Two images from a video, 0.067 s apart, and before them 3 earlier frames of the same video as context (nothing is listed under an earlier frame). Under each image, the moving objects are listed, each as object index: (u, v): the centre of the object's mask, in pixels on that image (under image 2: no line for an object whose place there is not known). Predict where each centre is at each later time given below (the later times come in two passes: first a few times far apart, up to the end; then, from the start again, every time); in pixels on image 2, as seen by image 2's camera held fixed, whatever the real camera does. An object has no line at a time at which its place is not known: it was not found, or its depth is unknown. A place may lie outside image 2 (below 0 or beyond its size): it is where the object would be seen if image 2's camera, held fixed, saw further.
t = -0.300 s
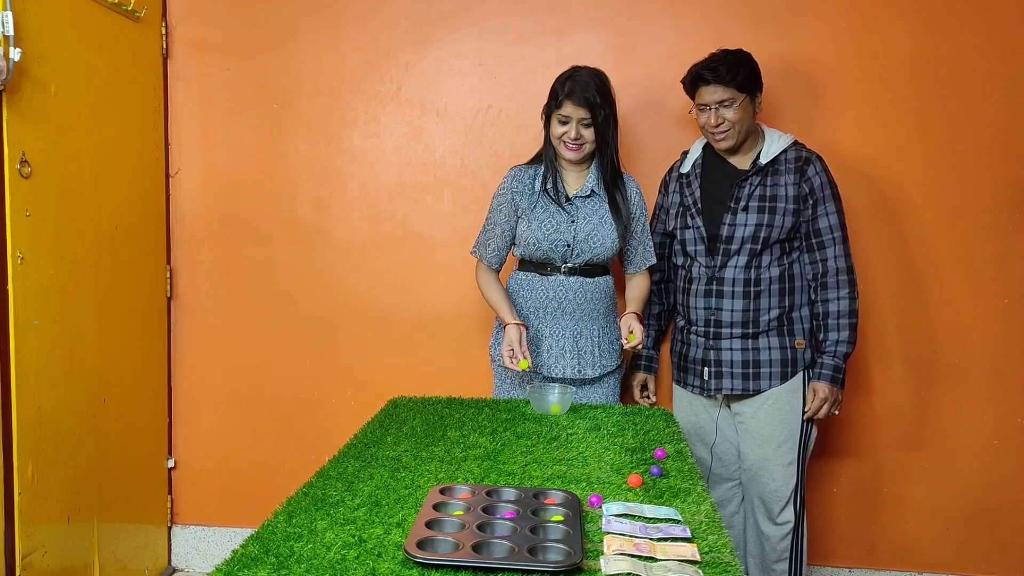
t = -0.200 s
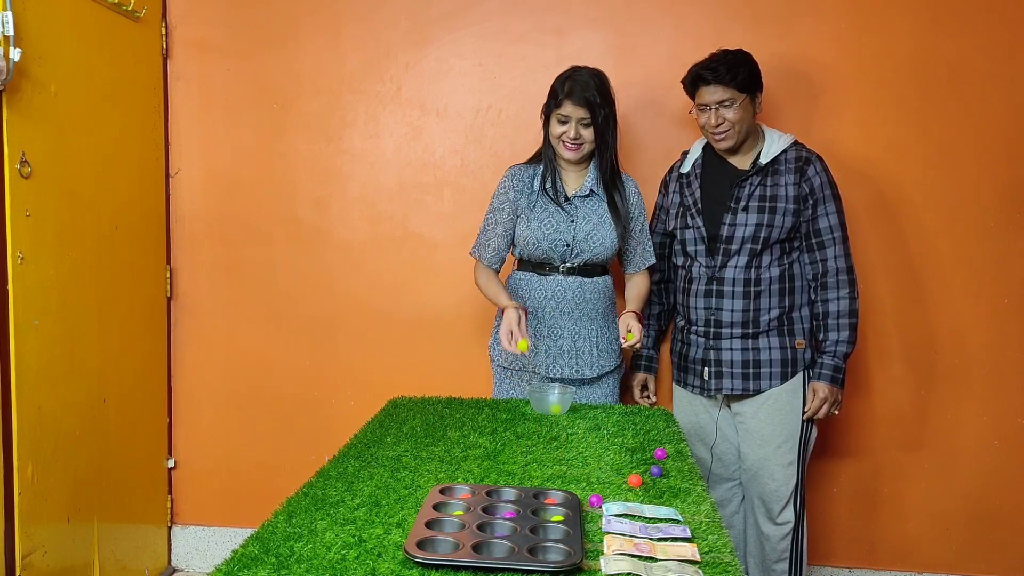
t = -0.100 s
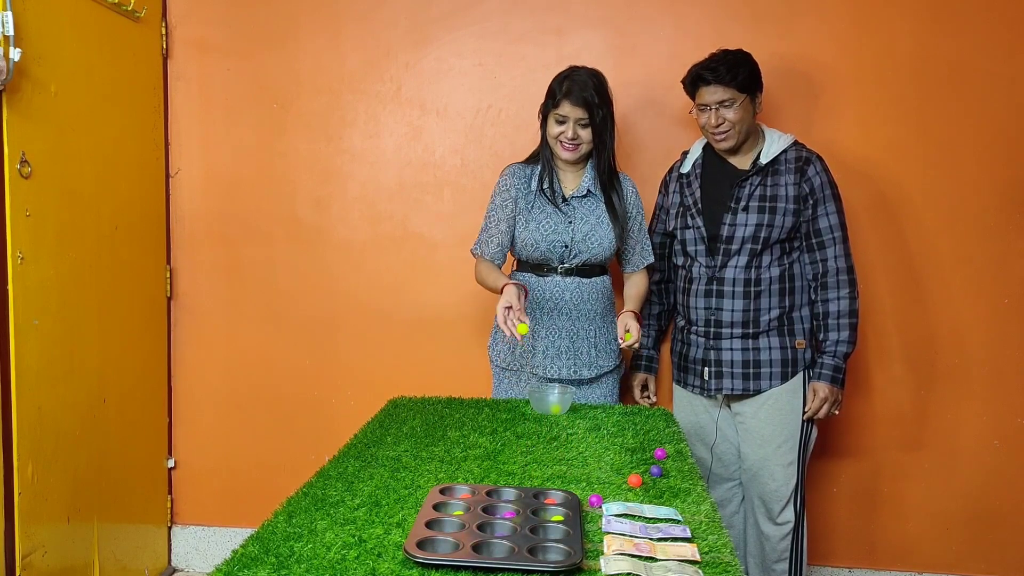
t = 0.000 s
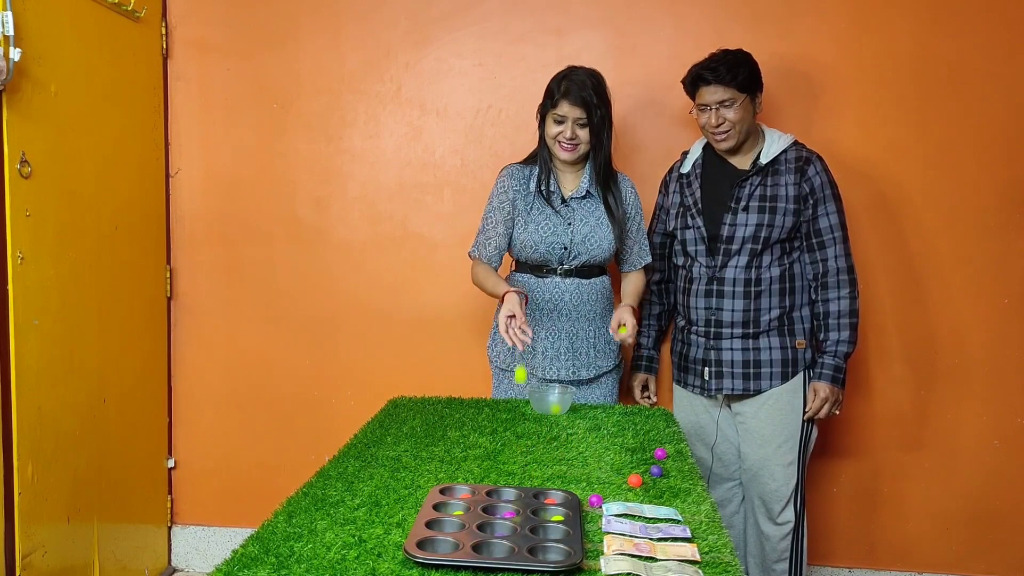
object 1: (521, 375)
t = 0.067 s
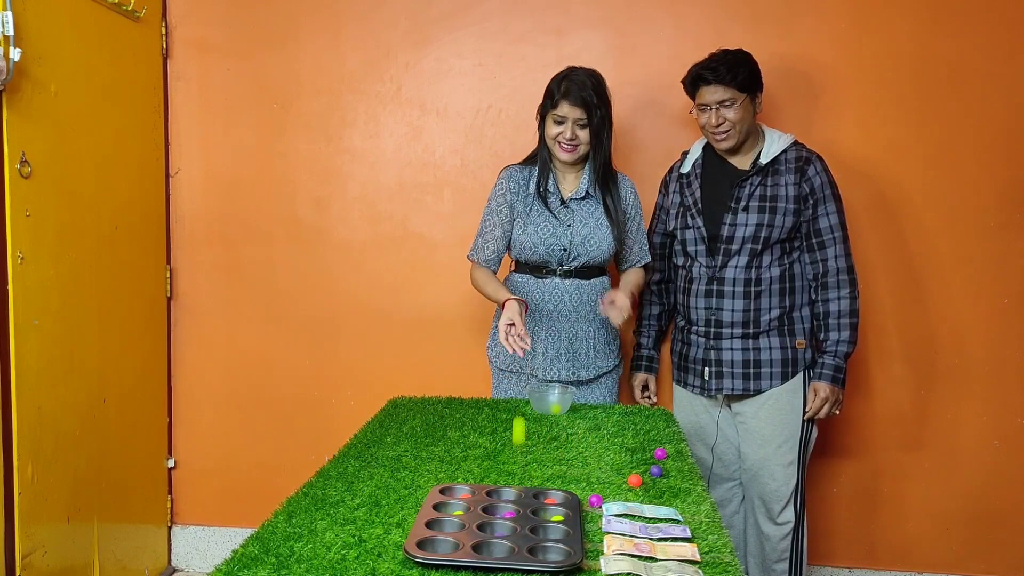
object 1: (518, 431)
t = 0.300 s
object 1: (510, 436)
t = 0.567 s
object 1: (495, 490)
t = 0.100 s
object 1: (518, 465)
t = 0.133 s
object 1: (517, 455)
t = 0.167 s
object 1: (516, 438)
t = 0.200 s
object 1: (515, 427)
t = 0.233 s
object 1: (514, 420)
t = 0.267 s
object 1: (511, 425)
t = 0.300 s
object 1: (510, 436)
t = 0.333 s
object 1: (508, 453)
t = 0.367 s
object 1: (506, 474)
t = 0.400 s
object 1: (505, 470)
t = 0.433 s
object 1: (503, 462)
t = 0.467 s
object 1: (501, 461)
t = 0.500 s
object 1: (499, 465)
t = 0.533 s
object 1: (497, 476)
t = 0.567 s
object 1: (495, 490)
